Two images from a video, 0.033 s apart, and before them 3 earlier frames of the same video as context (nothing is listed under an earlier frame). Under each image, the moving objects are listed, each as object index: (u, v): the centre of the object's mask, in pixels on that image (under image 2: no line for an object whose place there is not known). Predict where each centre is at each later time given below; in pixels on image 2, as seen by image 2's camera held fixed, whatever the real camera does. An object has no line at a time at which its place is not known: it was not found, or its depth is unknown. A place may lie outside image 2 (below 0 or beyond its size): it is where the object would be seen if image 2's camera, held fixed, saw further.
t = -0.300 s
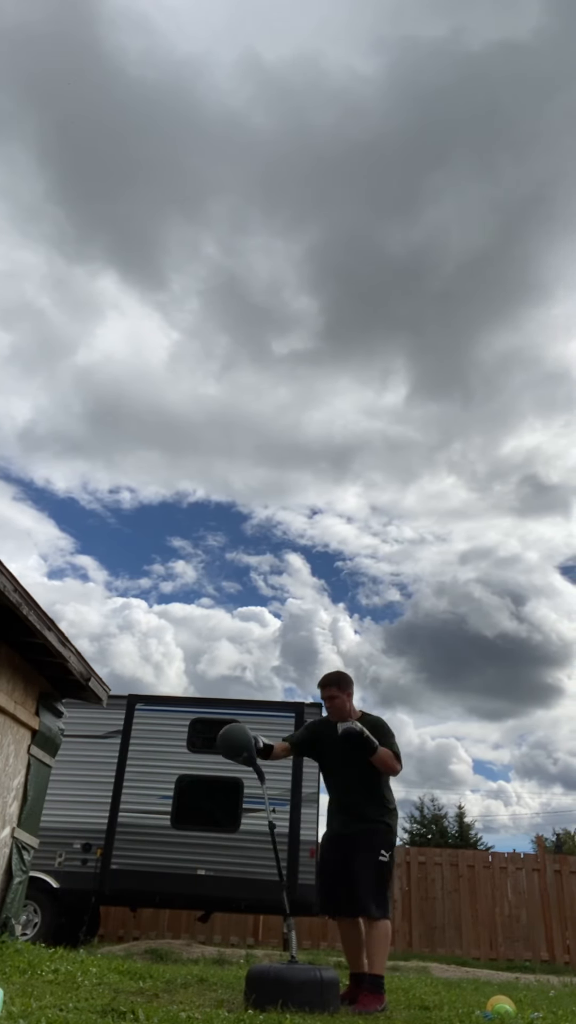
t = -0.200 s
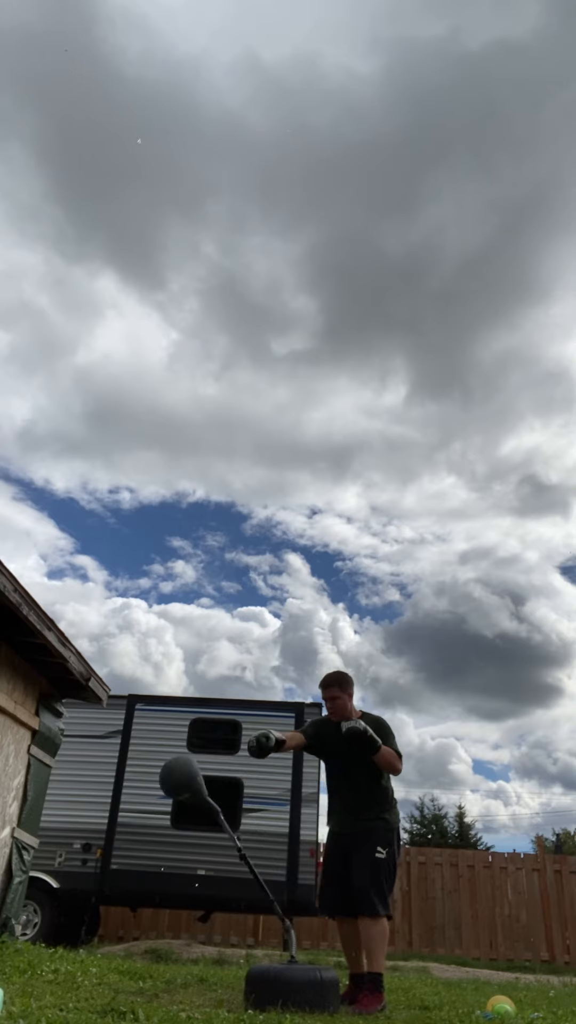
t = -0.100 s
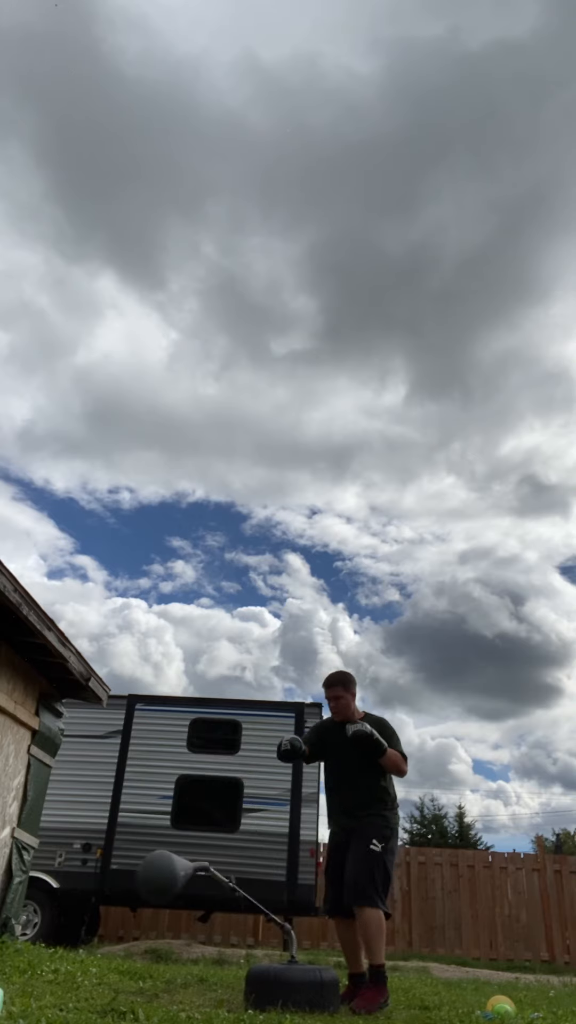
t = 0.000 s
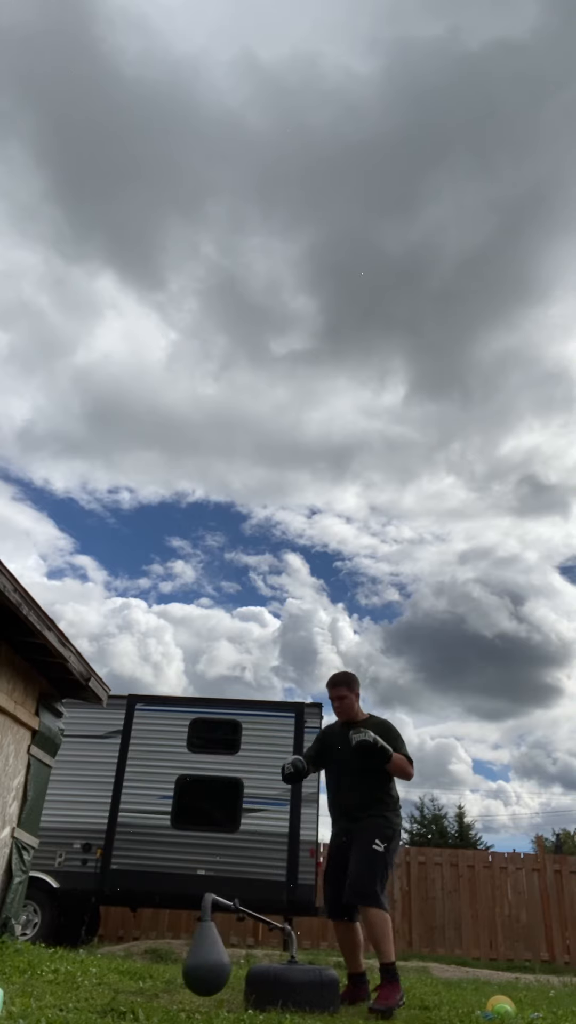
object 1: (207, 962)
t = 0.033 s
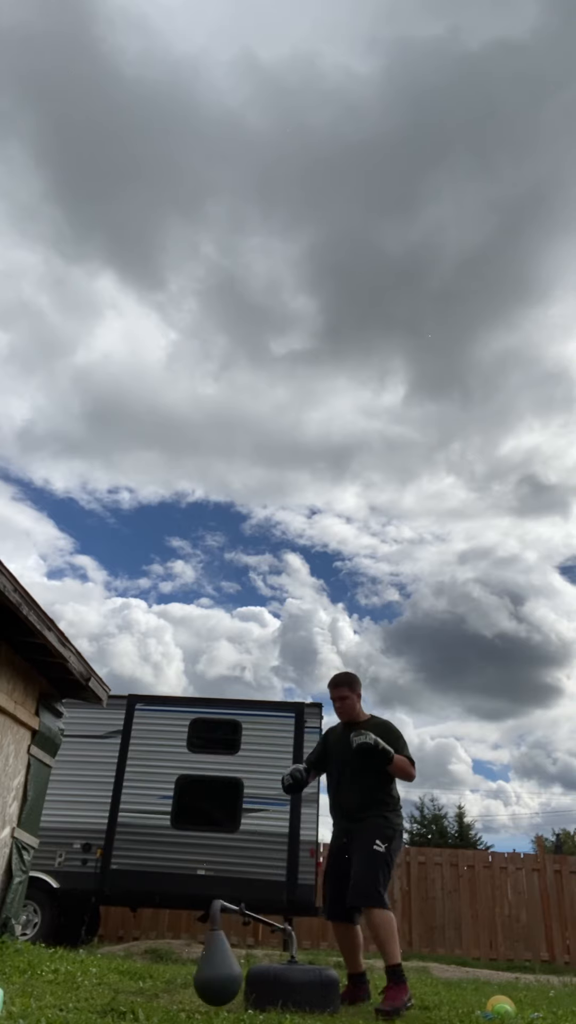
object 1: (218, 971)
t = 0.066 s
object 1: (225, 972)
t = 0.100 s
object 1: (228, 965)
